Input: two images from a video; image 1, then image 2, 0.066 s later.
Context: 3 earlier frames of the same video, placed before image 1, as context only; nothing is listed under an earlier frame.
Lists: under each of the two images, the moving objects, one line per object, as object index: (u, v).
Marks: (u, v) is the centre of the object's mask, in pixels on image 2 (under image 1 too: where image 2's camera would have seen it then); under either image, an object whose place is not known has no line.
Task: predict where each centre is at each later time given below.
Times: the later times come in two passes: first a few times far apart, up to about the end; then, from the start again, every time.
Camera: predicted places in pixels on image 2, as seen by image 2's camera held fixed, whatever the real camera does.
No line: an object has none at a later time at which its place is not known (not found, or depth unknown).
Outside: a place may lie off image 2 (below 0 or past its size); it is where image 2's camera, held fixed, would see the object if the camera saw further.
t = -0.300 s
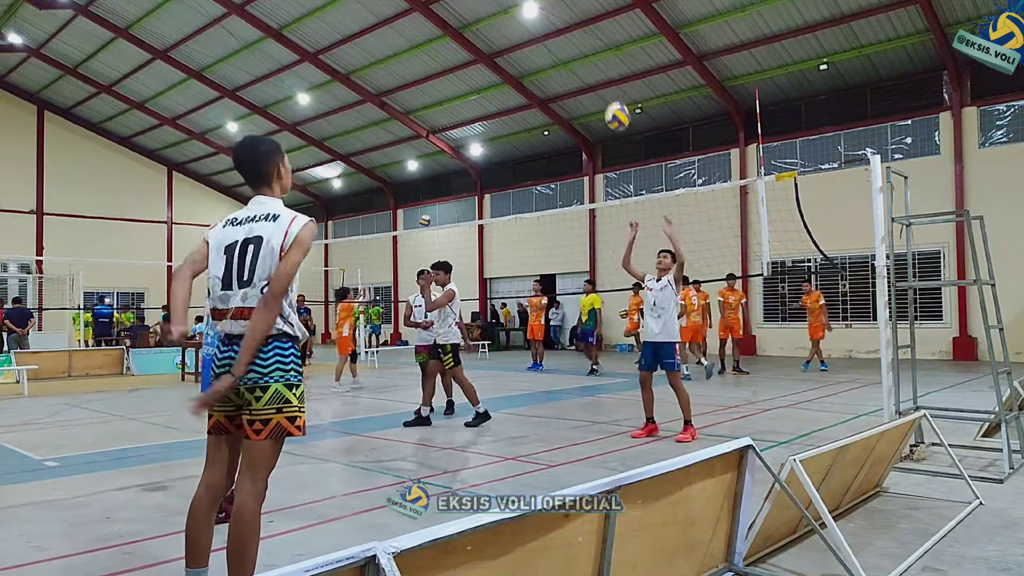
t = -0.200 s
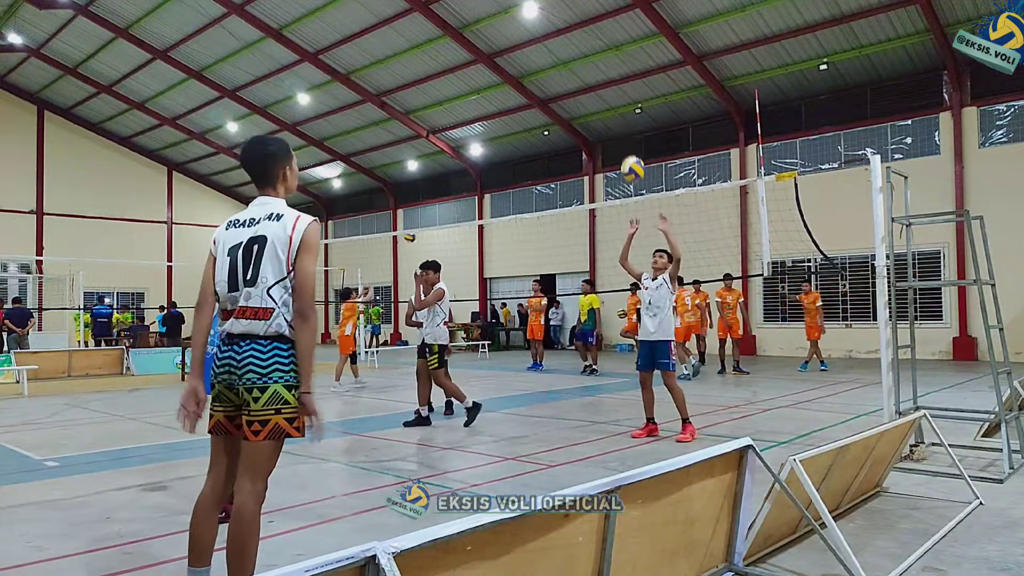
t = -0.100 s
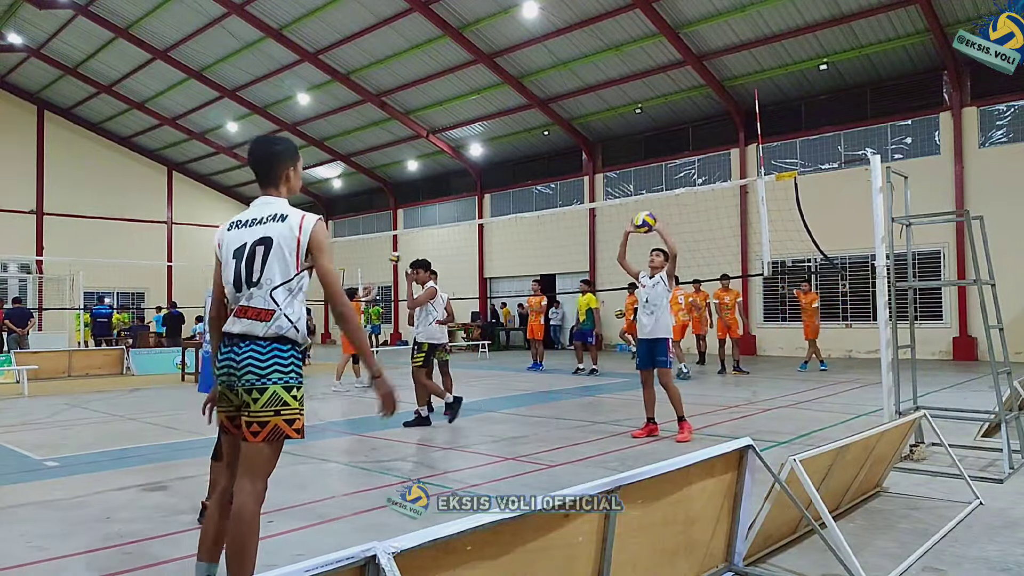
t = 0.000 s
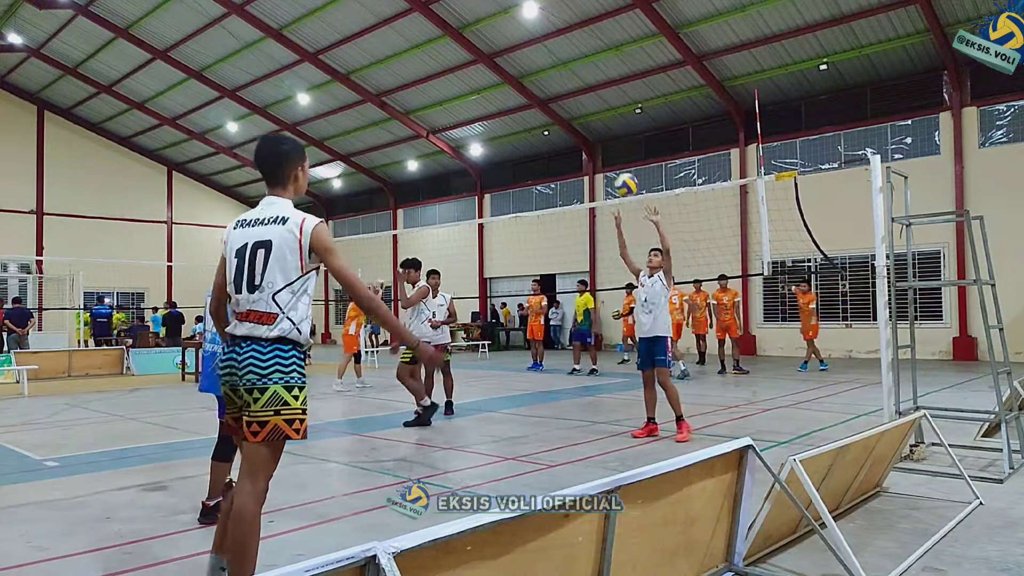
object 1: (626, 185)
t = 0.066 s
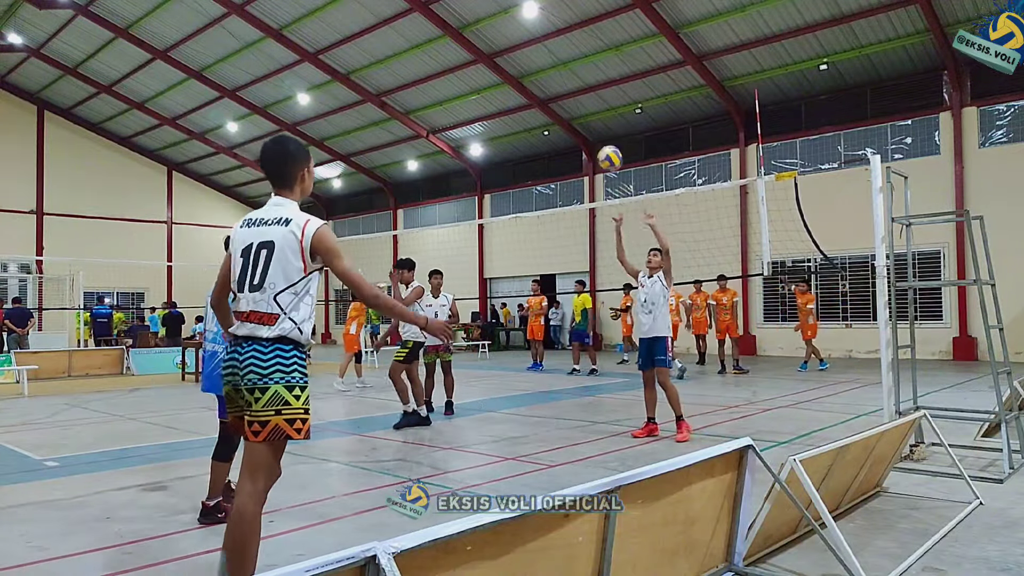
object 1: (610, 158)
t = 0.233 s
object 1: (567, 107)
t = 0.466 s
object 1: (502, 82)
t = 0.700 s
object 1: (429, 123)
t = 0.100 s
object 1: (601, 145)
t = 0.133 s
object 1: (593, 135)
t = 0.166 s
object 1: (584, 124)
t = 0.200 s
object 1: (575, 114)
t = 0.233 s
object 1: (567, 107)
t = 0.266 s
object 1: (558, 100)
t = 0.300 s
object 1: (549, 93)
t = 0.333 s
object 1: (539, 89)
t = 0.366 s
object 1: (531, 85)
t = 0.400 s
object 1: (521, 83)
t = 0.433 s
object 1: (511, 82)
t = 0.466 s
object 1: (502, 82)
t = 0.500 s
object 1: (491, 83)
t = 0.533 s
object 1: (481, 86)
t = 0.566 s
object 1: (472, 90)
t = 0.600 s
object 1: (461, 96)
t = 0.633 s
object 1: (450, 104)
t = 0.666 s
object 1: (440, 113)
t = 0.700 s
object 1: (429, 123)
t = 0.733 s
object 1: (418, 136)
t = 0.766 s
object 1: (406, 149)
